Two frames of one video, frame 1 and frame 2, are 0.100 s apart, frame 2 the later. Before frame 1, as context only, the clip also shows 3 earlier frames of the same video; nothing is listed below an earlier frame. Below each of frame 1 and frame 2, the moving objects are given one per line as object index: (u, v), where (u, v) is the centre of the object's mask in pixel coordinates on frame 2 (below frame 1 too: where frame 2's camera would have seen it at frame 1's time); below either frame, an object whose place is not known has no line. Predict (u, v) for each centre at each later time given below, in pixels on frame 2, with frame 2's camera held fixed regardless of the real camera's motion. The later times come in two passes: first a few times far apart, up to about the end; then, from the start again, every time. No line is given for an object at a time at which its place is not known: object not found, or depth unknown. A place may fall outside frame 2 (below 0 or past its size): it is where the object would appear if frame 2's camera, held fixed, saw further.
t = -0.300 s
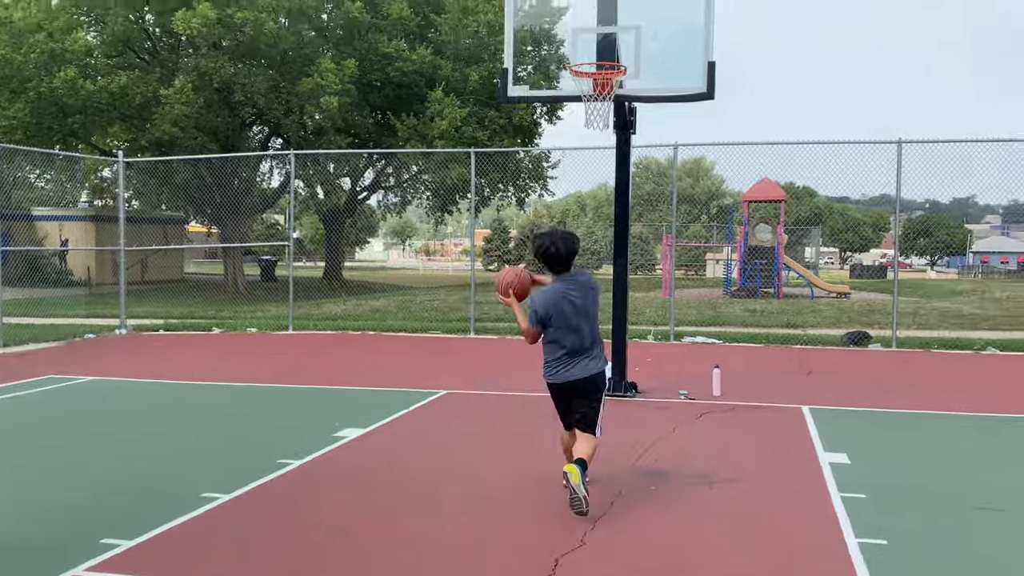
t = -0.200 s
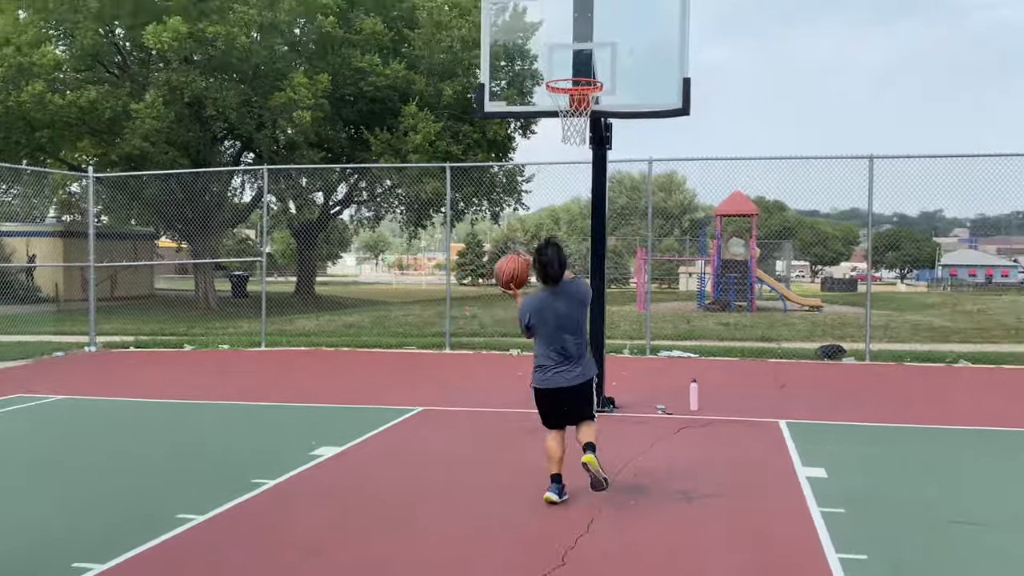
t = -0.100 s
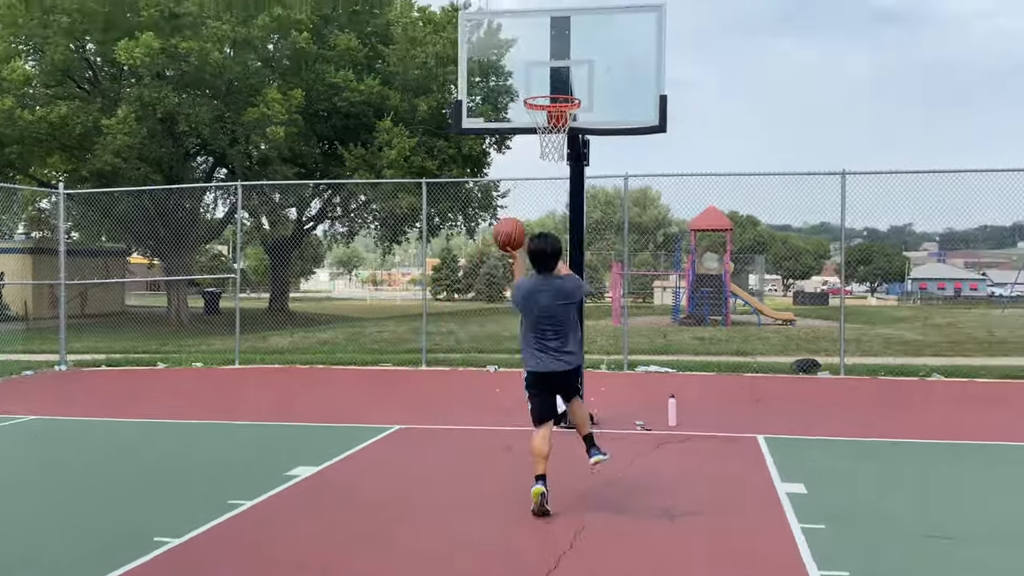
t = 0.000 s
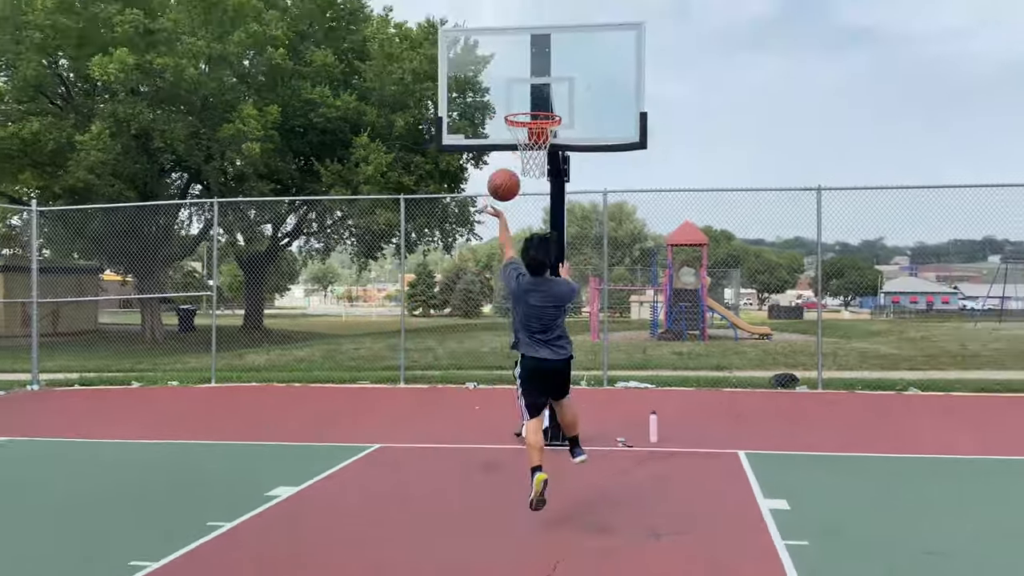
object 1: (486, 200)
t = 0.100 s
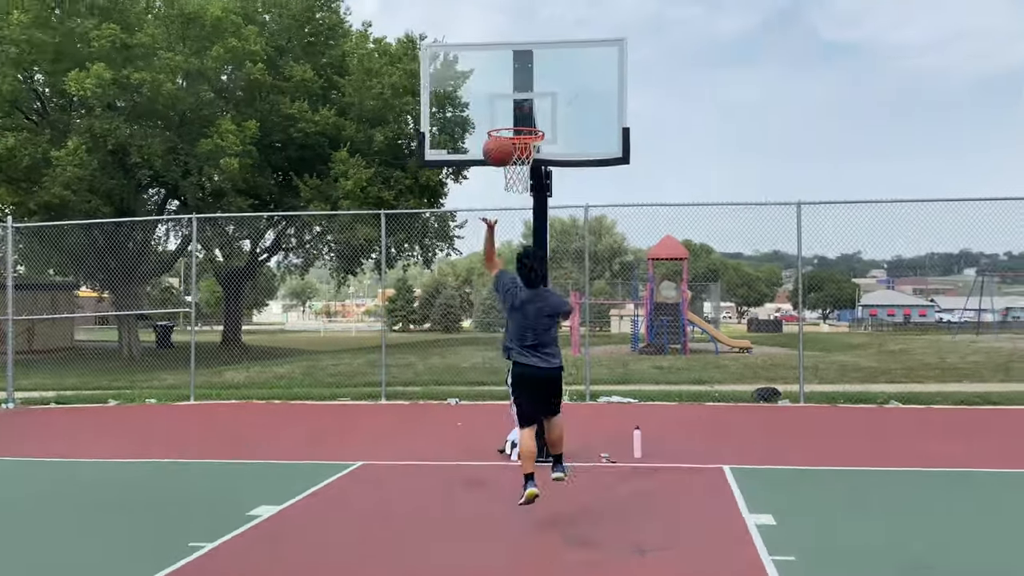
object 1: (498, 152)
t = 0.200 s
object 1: (510, 118)
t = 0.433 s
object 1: (531, 95)
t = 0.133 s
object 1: (502, 139)
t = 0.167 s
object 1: (505, 127)
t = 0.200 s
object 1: (510, 118)
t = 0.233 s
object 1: (513, 110)
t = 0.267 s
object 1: (517, 104)
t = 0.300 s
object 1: (520, 99)
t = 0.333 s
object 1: (523, 96)
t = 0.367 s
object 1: (526, 95)
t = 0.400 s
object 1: (529, 94)
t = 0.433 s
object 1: (531, 95)
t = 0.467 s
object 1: (534, 97)
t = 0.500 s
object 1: (537, 101)
